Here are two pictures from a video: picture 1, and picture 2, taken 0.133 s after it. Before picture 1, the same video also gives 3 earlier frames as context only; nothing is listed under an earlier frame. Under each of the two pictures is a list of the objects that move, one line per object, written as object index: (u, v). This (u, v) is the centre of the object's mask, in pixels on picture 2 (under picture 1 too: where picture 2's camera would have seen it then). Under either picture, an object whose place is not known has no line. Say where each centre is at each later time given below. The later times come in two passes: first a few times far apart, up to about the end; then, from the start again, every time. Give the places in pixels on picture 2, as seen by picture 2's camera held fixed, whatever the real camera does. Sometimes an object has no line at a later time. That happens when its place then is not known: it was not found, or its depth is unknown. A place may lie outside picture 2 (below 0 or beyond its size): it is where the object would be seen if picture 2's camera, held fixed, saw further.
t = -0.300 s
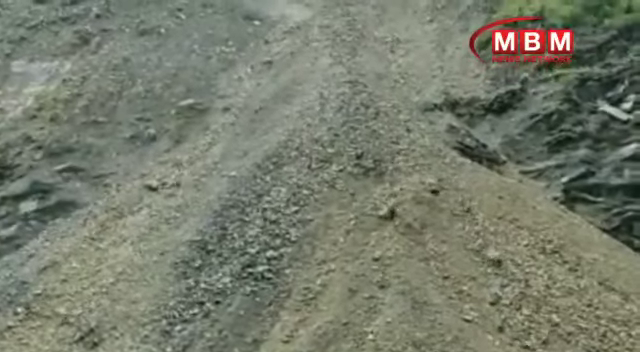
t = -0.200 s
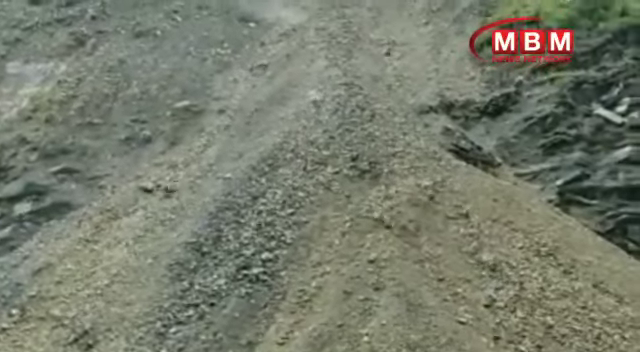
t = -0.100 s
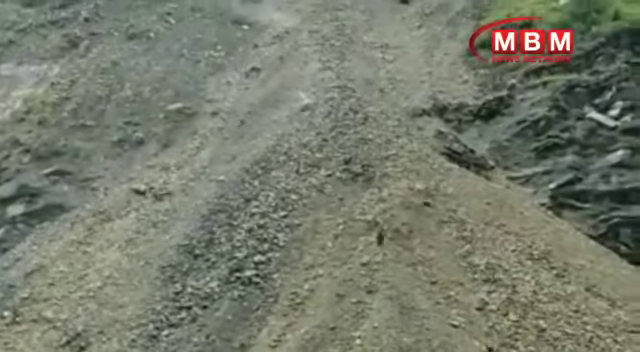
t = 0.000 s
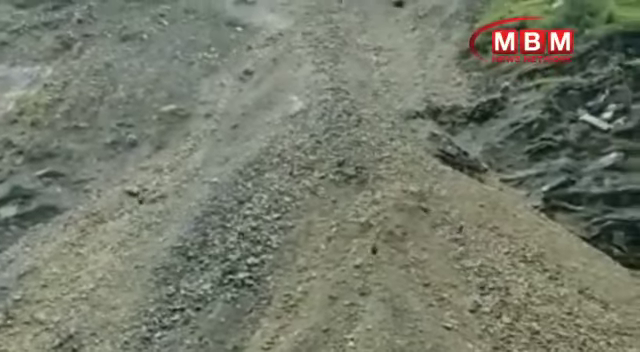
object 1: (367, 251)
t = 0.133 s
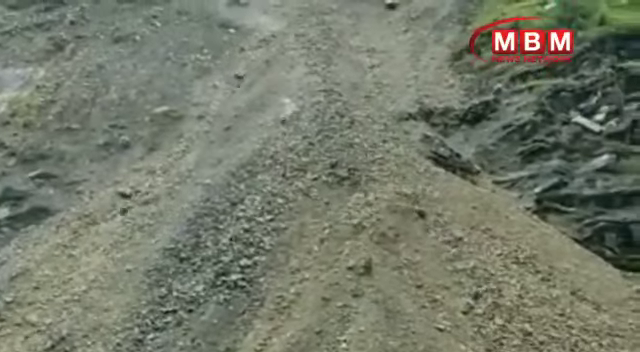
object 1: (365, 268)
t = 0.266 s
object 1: (367, 281)
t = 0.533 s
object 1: (368, 294)
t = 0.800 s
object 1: (364, 316)
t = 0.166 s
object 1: (366, 270)
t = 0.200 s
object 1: (366, 273)
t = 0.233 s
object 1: (368, 278)
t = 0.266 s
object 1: (367, 281)
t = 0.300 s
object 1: (367, 283)
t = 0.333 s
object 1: (368, 286)
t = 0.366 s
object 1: (369, 287)
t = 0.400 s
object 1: (369, 287)
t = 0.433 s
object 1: (369, 288)
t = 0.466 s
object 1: (368, 291)
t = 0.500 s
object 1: (368, 292)
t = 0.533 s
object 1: (368, 294)
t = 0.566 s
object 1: (369, 295)
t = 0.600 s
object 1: (371, 295)
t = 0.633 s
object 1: (369, 295)
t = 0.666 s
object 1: (366, 302)
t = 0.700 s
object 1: (365, 306)
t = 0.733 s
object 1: (365, 310)
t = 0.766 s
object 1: (364, 312)
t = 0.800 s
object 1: (364, 316)
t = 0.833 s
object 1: (363, 325)
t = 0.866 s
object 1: (364, 327)
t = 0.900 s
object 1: (364, 331)
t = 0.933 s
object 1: (364, 335)
